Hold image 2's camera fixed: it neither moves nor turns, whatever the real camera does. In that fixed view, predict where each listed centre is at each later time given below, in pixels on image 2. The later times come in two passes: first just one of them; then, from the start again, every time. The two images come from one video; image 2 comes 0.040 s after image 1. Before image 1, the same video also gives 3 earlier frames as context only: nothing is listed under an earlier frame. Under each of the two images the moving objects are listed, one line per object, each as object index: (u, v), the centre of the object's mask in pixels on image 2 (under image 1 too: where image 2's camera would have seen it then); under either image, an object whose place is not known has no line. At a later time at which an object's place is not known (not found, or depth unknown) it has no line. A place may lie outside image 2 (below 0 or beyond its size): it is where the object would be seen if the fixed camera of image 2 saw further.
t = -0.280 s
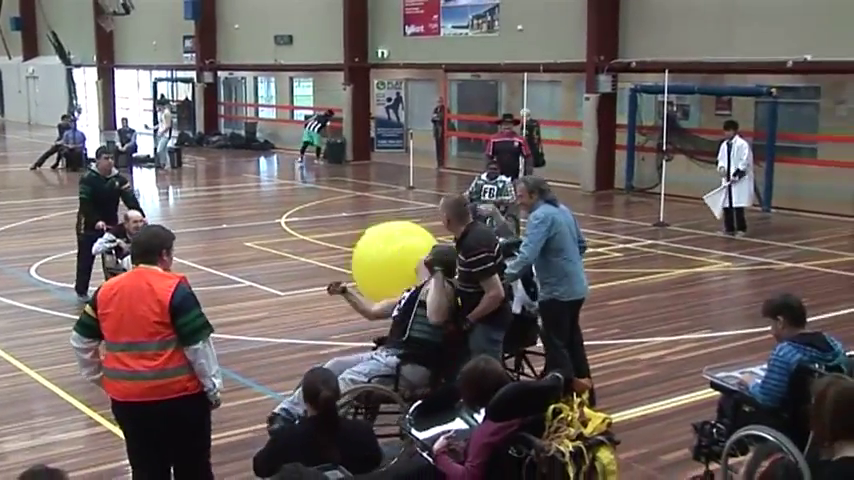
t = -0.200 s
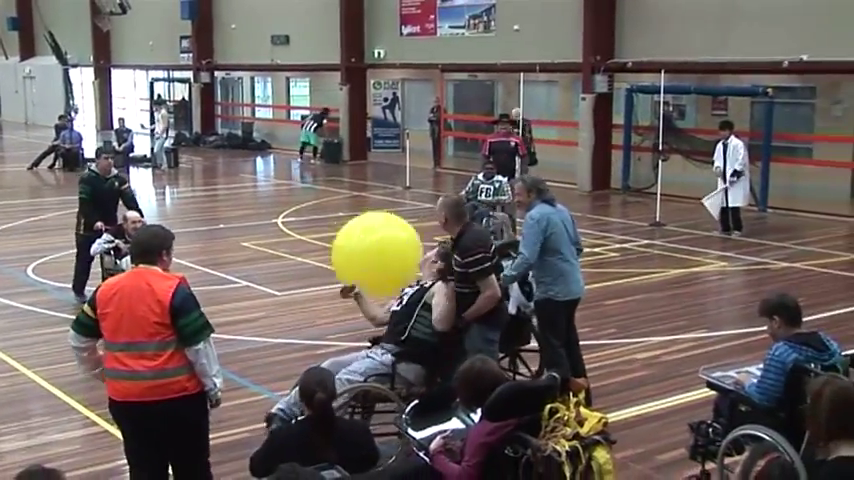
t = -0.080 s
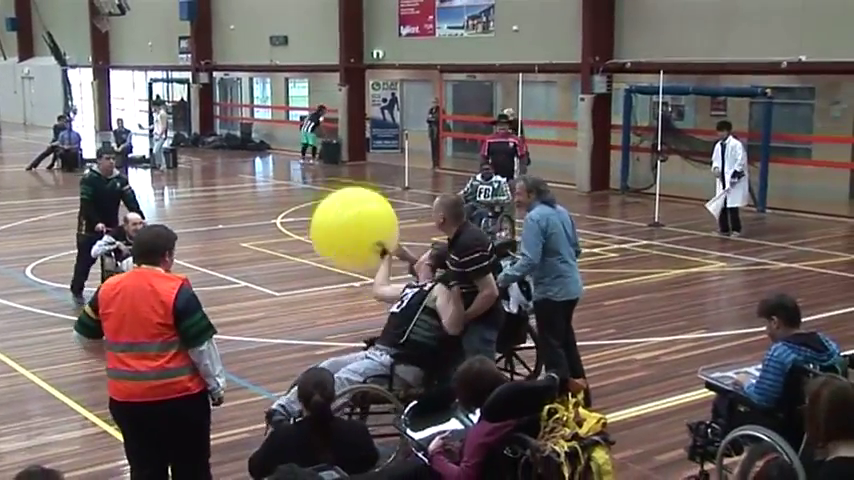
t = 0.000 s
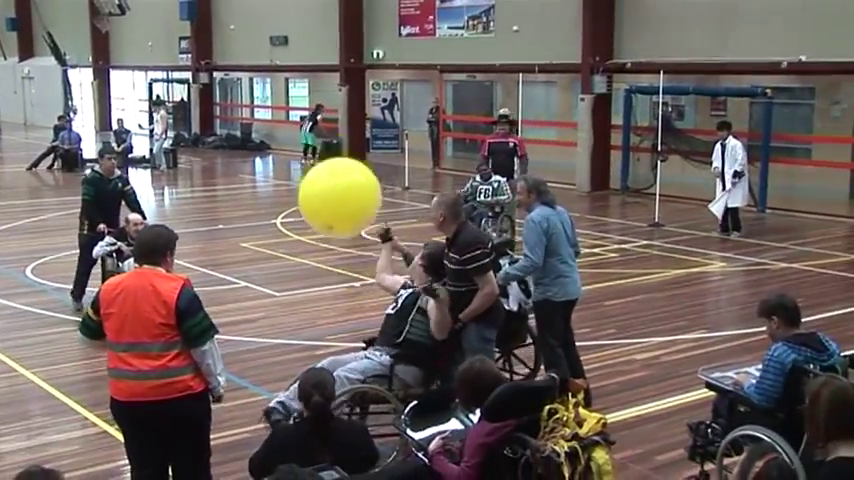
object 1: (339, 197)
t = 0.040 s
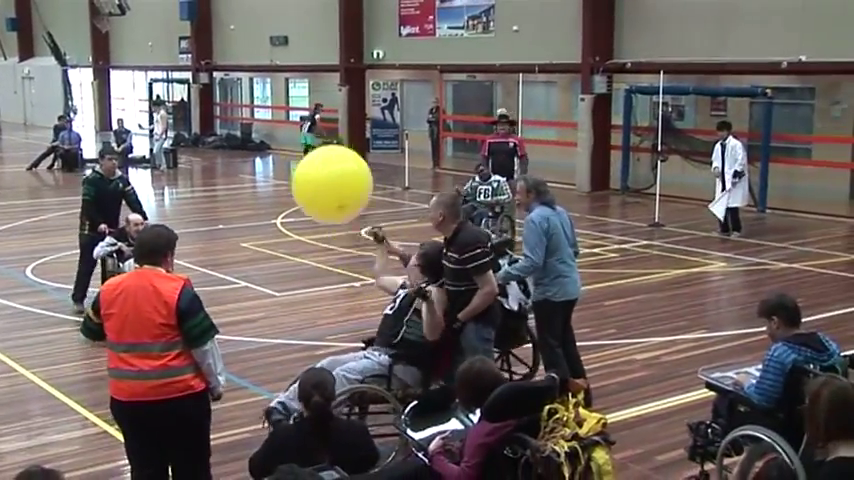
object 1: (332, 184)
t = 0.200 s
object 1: (298, 149)
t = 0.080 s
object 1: (324, 173)
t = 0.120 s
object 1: (316, 163)
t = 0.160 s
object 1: (308, 155)
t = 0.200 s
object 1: (298, 149)
